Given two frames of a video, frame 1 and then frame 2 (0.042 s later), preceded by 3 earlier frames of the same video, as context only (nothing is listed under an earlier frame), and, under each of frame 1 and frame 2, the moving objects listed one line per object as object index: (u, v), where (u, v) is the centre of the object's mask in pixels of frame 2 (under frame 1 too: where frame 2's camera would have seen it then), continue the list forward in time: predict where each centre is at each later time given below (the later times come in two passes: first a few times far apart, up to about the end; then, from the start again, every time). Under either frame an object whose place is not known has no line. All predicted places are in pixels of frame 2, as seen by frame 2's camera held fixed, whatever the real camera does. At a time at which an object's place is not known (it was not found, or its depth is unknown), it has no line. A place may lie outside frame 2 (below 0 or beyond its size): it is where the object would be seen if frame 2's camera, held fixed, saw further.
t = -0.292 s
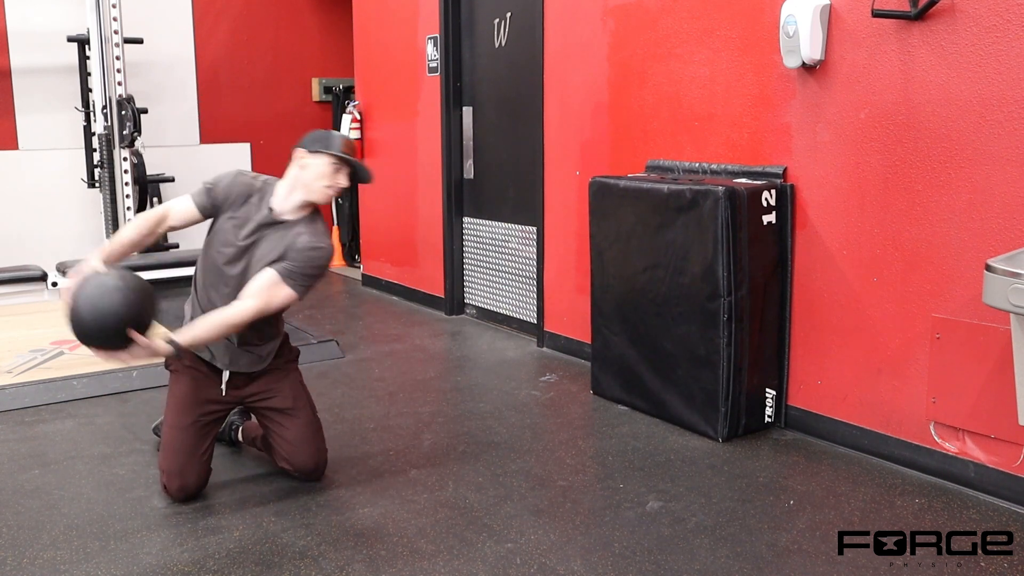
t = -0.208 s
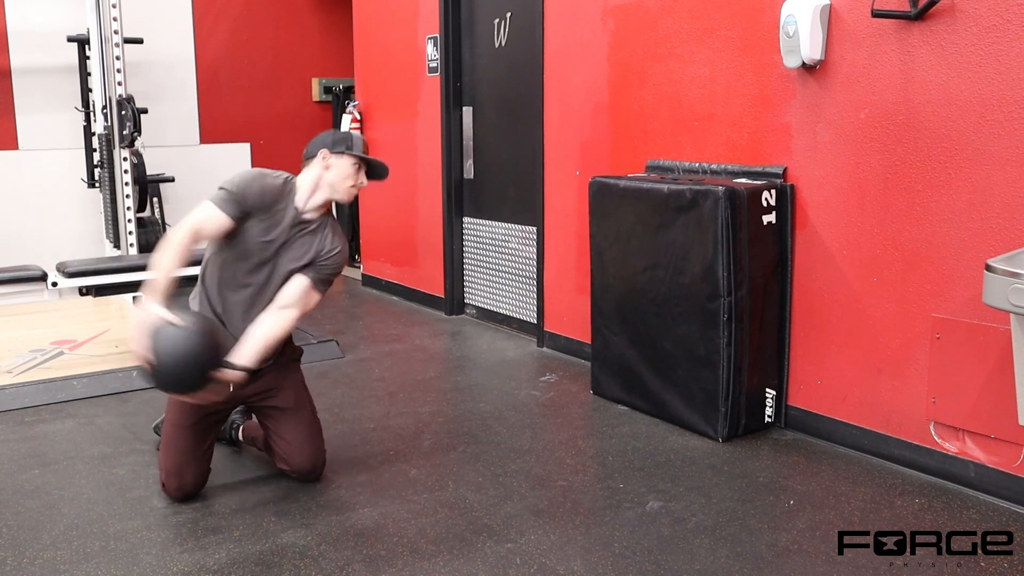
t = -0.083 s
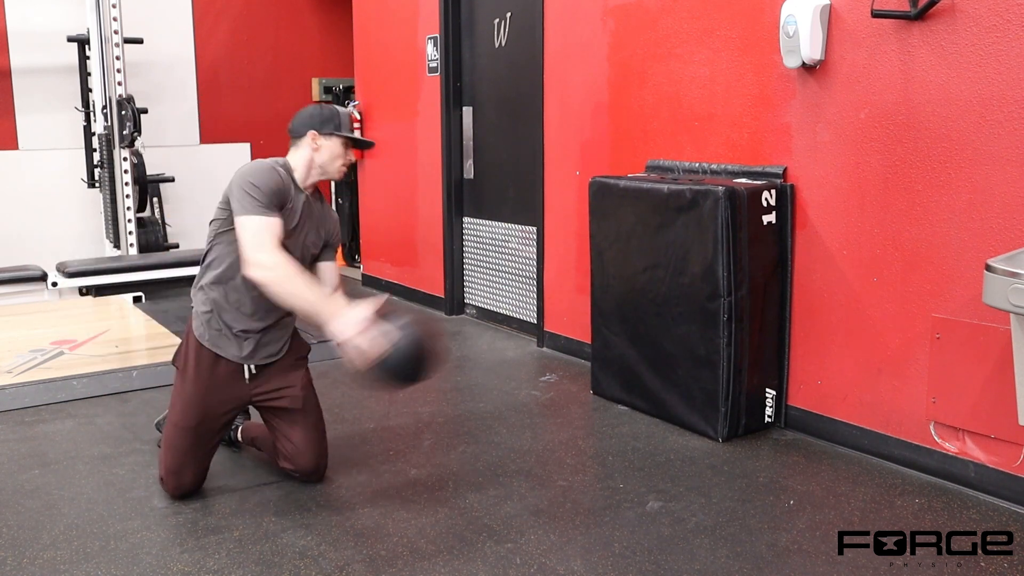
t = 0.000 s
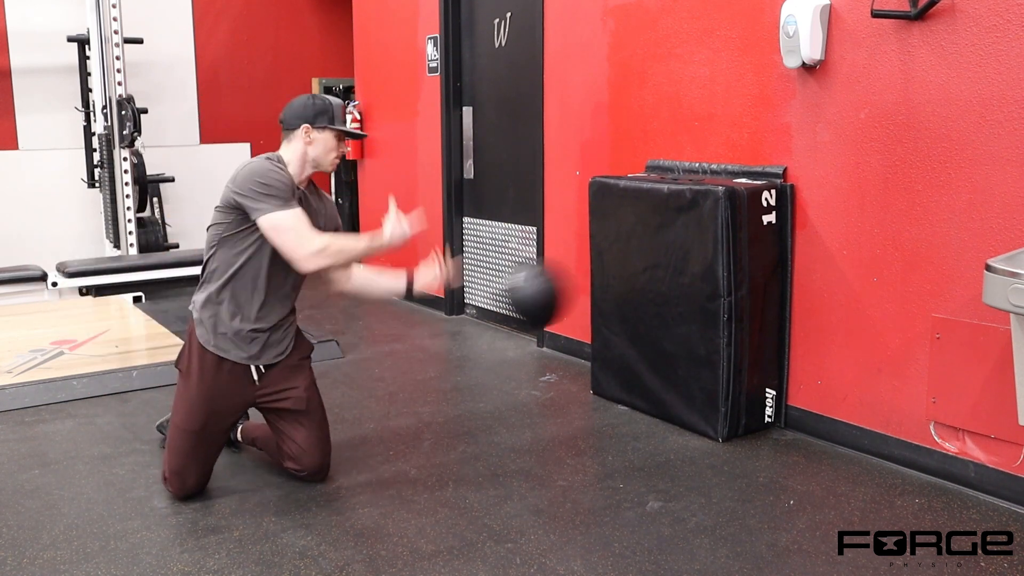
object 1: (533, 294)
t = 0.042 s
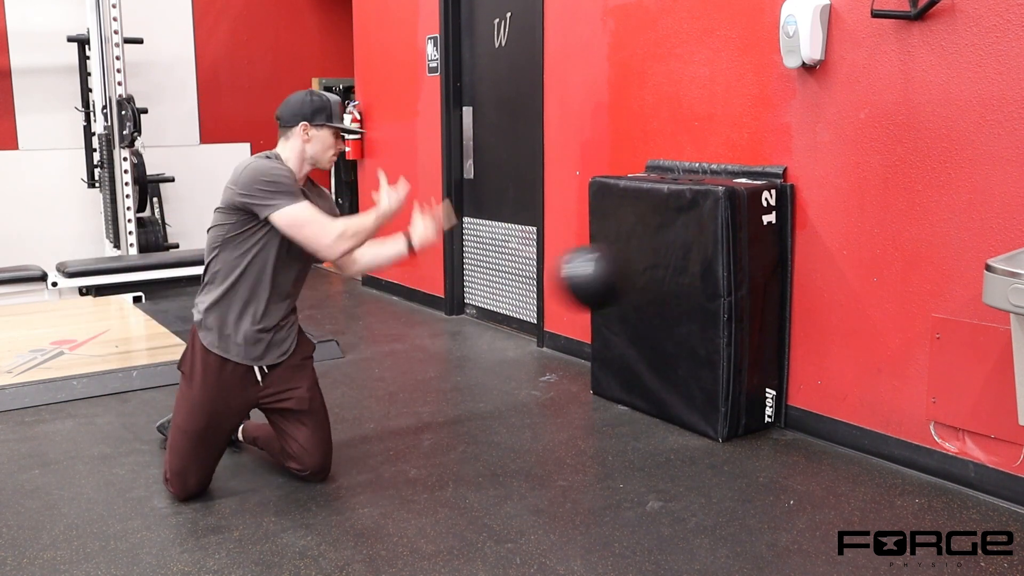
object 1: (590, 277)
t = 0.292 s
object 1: (547, 322)
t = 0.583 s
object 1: (453, 401)
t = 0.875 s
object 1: (419, 406)
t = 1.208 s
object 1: (421, 405)
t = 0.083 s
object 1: (640, 265)
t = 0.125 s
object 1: (629, 270)
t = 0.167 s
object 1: (606, 278)
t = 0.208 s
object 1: (585, 288)
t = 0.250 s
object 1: (565, 303)
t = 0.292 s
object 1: (547, 322)
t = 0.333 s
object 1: (529, 346)
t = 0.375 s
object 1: (513, 374)
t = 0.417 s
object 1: (497, 399)
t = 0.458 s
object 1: (485, 393)
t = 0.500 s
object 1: (474, 390)
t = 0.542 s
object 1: (463, 393)
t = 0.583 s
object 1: (453, 401)
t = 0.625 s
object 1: (445, 402)
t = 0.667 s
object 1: (439, 401)
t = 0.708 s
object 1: (433, 403)
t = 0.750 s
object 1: (428, 404)
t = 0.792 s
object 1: (424, 404)
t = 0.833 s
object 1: (421, 405)
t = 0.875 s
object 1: (419, 406)
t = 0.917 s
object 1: (418, 405)
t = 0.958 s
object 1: (417, 406)
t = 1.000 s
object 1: (417, 405)
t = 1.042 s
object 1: (417, 405)
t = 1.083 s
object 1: (418, 405)
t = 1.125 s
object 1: (419, 405)
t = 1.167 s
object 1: (420, 405)
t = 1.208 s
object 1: (421, 405)
